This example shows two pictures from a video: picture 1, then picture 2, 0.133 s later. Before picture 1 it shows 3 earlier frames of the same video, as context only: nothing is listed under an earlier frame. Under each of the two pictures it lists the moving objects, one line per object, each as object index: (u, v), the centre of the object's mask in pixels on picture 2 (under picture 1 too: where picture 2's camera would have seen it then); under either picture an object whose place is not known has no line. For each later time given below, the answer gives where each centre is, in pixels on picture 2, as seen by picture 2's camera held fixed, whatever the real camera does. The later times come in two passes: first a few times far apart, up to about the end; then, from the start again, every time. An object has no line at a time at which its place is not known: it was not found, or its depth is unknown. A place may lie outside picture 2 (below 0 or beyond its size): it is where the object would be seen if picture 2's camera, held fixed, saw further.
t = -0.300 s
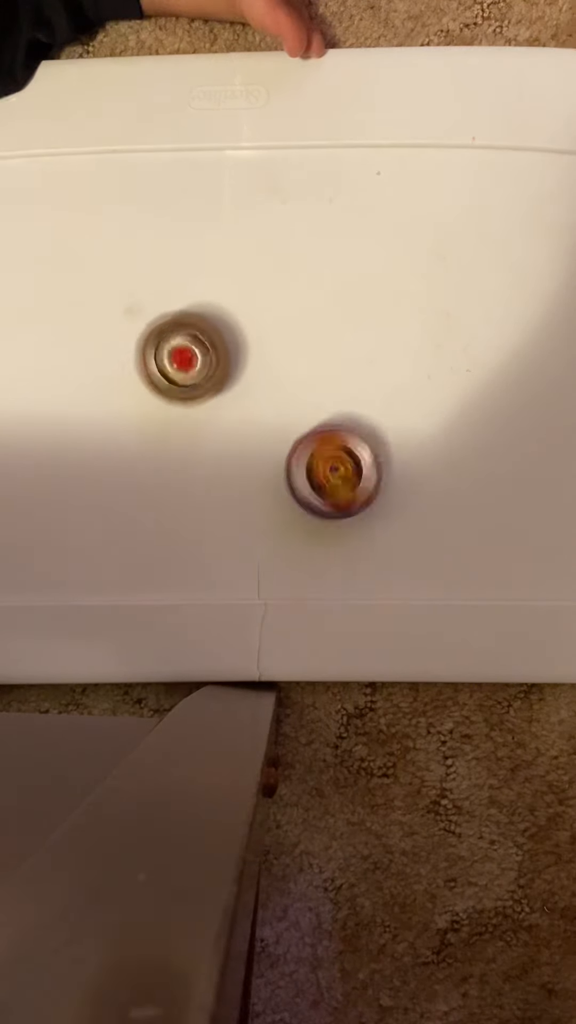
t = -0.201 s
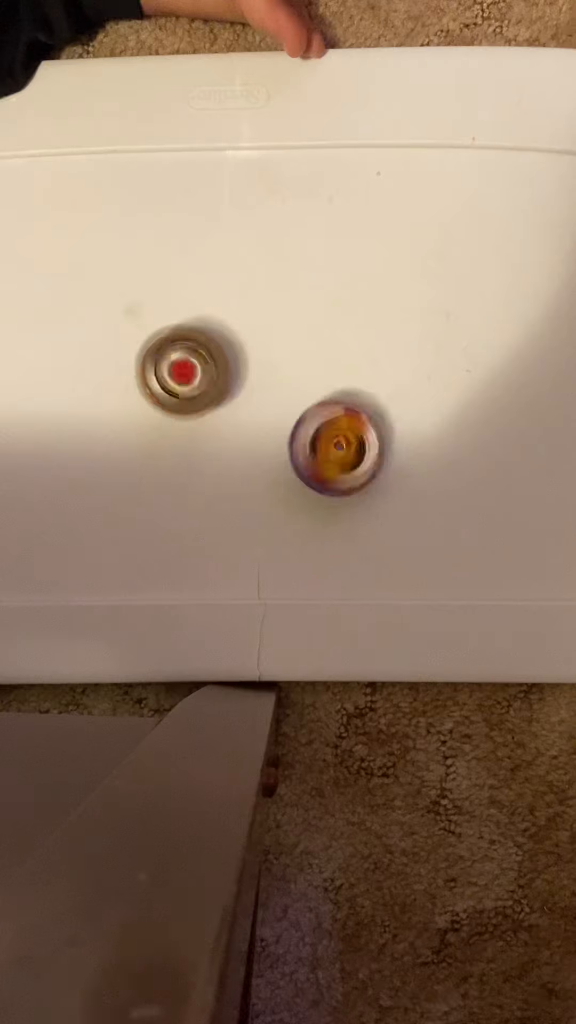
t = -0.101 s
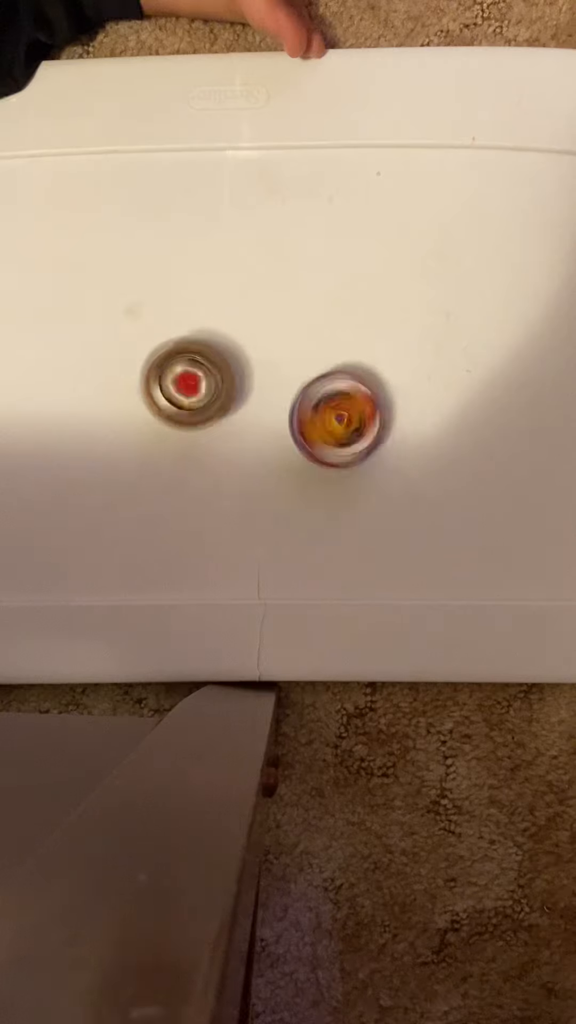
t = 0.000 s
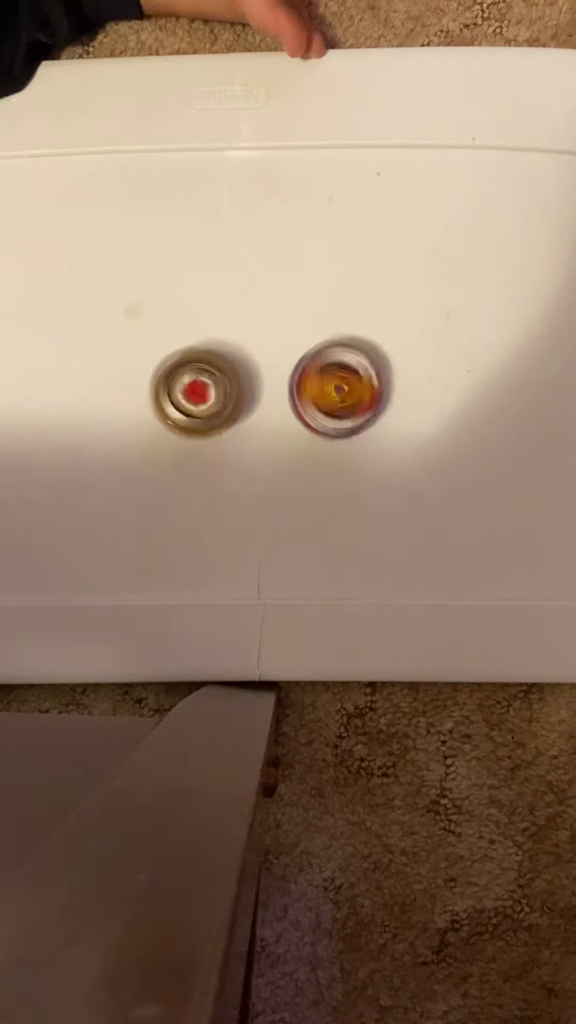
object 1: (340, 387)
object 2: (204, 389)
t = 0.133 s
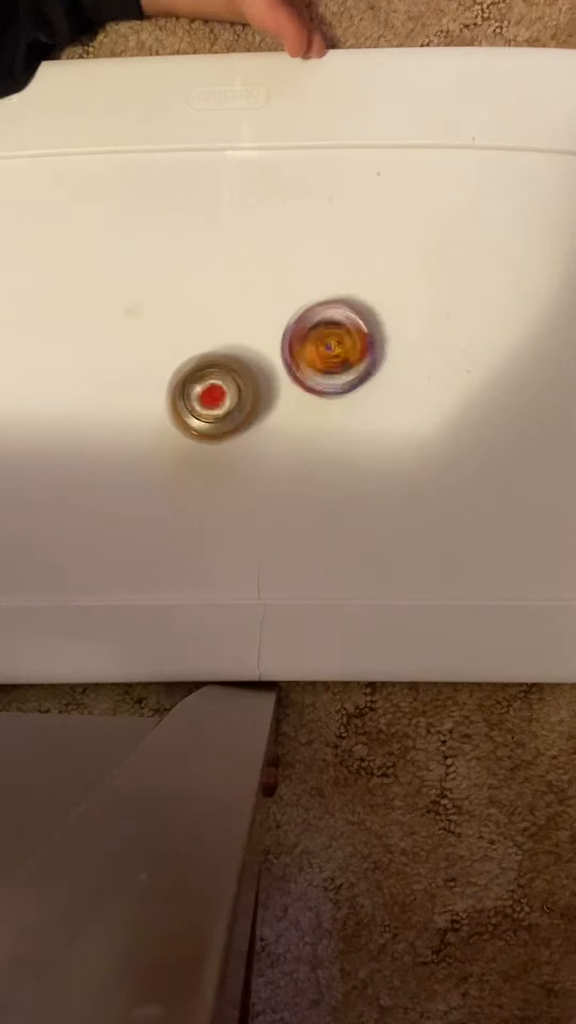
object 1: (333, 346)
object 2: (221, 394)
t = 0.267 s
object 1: (319, 311)
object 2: (237, 388)
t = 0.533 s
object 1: (272, 264)
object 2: (254, 361)
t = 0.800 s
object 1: (210, 246)
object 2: (240, 340)
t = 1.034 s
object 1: (154, 262)
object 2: (217, 345)
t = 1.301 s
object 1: (102, 297)
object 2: (205, 370)
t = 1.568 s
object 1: (66, 329)
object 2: (218, 390)
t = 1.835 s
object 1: (50, 353)
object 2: (240, 380)
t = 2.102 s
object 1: (52, 373)
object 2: (242, 355)
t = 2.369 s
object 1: (68, 395)
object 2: (224, 341)
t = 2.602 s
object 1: (90, 419)
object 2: (207, 350)
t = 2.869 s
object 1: (128, 445)
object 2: (211, 364)
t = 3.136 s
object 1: (153, 484)
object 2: (234, 351)
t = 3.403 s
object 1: (176, 495)
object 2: (239, 332)
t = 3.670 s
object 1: (211, 473)
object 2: (228, 335)
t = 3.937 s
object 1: (260, 446)
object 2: (225, 355)
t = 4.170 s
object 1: (313, 457)
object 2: (215, 353)
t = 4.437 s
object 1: (345, 470)
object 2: (218, 354)
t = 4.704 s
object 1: (346, 465)
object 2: (227, 352)
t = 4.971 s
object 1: (329, 429)
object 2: (237, 361)
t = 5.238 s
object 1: (328, 371)
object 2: (231, 369)
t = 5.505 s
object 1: (353, 336)
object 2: (223, 379)
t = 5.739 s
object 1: (356, 339)
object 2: (225, 385)
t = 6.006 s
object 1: (318, 342)
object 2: (224, 376)
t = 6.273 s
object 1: (291, 304)
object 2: (214, 383)
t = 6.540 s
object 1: (271, 270)
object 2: (220, 391)
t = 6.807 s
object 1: (240, 271)
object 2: (220, 377)
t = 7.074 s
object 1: (199, 274)
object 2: (214, 381)
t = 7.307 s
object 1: (172, 260)
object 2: (222, 384)
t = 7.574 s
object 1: (180, 269)
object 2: (217, 370)
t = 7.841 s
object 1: (159, 282)
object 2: (223, 412)
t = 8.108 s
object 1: (144, 278)
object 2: (259, 404)
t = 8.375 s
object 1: (129, 311)
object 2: (234, 350)
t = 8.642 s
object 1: (78, 331)
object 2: (214, 339)
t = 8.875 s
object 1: (66, 324)
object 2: (219, 343)
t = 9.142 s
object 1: (73, 332)
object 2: (217, 338)
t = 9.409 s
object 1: (86, 374)
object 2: (218, 341)
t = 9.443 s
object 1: (88, 378)
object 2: (218, 336)
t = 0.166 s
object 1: (330, 337)
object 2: (225, 393)
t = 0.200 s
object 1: (327, 329)
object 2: (230, 392)
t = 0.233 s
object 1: (323, 319)
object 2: (233, 390)
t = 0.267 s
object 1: (319, 311)
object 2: (237, 388)
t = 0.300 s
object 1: (310, 304)
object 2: (241, 386)
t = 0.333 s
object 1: (310, 298)
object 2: (243, 383)
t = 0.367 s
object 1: (304, 291)
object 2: (246, 380)
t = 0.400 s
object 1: (298, 285)
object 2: (248, 376)
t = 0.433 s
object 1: (292, 281)
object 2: (250, 372)
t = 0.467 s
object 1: (285, 275)
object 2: (251, 368)
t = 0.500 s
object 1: (276, 268)
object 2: (254, 365)
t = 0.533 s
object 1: (272, 264)
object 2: (254, 361)
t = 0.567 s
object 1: (264, 259)
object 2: (255, 358)
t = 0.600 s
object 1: (257, 255)
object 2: (253, 355)
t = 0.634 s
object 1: (249, 252)
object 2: (252, 351)
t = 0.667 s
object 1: (241, 250)
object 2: (251, 349)
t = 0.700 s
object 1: (234, 248)
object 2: (248, 346)
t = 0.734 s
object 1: (225, 247)
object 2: (246, 343)
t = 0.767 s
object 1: (217, 246)
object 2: (243, 342)
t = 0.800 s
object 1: (210, 246)
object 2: (240, 340)
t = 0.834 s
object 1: (200, 247)
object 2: (237, 340)
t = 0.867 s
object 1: (185, 248)
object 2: (233, 340)
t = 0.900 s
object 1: (185, 250)
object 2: (231, 339)
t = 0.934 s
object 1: (176, 252)
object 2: (228, 340)
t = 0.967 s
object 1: (161, 255)
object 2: (224, 341)
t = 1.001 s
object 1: (162, 258)
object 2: (220, 342)
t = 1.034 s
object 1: (154, 262)
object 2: (217, 345)
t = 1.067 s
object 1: (138, 265)
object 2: (215, 347)
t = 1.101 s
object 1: (140, 269)
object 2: (213, 349)
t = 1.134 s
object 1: (133, 274)
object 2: (210, 353)
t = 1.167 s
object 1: (125, 278)
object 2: (208, 355)
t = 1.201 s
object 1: (120, 283)
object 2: (207, 359)
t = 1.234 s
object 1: (114, 288)
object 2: (206, 362)
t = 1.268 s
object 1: (107, 292)
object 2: (205, 365)
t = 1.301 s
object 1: (102, 297)
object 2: (205, 370)
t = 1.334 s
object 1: (97, 302)
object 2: (205, 372)
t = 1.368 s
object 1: (91, 305)
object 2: (206, 376)
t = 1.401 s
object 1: (87, 311)
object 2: (207, 379)
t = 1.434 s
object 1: (83, 316)
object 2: (208, 382)
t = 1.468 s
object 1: (78, 318)
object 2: (210, 385)
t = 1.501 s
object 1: (75, 323)
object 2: (212, 386)
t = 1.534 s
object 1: (71, 328)
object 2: (216, 388)
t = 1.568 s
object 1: (66, 329)
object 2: (218, 390)
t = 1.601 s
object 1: (64, 333)
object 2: (221, 390)
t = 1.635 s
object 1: (61, 337)
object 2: (224, 390)
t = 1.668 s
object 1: (57, 338)
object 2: (227, 389)
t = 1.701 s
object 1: (56, 341)
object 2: (230, 389)
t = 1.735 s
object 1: (54, 345)
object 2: (233, 388)
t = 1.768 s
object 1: (52, 347)
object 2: (235, 385)
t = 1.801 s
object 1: (51, 348)
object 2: (238, 383)
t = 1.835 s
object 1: (50, 353)
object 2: (240, 380)
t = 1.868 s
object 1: (49, 356)
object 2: (241, 378)
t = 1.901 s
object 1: (49, 357)
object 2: (242, 375)
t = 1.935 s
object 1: (49, 360)
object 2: (244, 371)
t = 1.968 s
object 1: (50, 365)
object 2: (245, 368)
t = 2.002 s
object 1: (50, 367)
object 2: (244, 365)
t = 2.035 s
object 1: (50, 369)
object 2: (244, 361)
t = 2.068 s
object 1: (52, 371)
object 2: (243, 359)
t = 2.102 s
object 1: (52, 373)
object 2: (242, 355)
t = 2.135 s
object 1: (53, 376)
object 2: (241, 352)
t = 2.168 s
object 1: (54, 377)
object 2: (238, 349)
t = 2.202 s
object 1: (54, 378)
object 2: (237, 346)
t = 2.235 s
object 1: (57, 382)
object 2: (234, 345)
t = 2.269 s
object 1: (58, 386)
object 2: (232, 343)
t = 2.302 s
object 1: (60, 389)
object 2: (230, 343)
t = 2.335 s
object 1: (64, 391)
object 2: (226, 341)
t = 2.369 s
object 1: (68, 395)
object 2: (224, 341)
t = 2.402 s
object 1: (71, 399)
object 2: (220, 341)
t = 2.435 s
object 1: (75, 399)
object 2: (217, 342)
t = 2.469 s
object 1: (80, 403)
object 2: (215, 344)
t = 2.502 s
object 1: (72, 411)
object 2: (212, 343)
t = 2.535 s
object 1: (89, 407)
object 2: (210, 346)
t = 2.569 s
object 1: (95, 410)
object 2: (207, 347)
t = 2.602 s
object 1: (90, 419)
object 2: (207, 350)
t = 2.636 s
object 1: (93, 420)
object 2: (206, 353)
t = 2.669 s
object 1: (101, 421)
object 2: (205, 355)
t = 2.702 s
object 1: (107, 426)
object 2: (205, 358)
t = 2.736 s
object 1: (111, 429)
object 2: (205, 360)
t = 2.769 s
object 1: (117, 430)
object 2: (205, 364)
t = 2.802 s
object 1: (124, 434)
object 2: (205, 366)
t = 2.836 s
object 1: (125, 442)
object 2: (208, 364)
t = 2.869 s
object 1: (128, 445)
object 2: (211, 364)
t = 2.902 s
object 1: (133, 450)
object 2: (215, 362)
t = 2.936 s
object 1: (136, 458)
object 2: (217, 362)
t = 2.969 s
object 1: (137, 462)
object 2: (220, 361)
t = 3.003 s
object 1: (142, 466)
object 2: (223, 359)
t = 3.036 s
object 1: (145, 472)
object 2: (225, 357)
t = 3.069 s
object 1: (145, 476)
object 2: (228, 355)
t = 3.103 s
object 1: (149, 478)
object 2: (230, 353)
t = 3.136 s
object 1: (153, 484)
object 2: (234, 351)
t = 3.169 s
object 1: (153, 489)
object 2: (237, 348)
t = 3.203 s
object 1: (154, 488)
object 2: (237, 344)
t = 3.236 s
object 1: (160, 490)
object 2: (238, 343)
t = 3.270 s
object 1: (163, 495)
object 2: (240, 340)
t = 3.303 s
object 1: (164, 495)
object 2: (240, 338)
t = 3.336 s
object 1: (169, 493)
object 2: (240, 335)
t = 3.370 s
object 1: (175, 494)
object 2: (240, 334)
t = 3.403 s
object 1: (176, 495)
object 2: (239, 332)
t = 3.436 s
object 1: (179, 491)
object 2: (239, 331)
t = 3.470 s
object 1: (185, 489)
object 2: (237, 329)
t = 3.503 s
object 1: (189, 489)
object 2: (236, 330)
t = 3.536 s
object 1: (191, 486)
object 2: (234, 330)
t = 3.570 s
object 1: (197, 481)
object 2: (233, 330)
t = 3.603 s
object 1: (203, 481)
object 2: (231, 331)
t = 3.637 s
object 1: (206, 478)
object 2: (230, 332)
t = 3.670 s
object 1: (211, 473)
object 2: (228, 335)
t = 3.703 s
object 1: (218, 470)
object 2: (227, 336)
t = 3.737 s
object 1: (222, 468)
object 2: (225, 339)
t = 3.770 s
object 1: (227, 464)
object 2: (224, 341)
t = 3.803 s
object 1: (235, 458)
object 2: (224, 344)
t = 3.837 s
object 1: (241, 457)
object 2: (224, 346)
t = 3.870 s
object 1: (246, 454)
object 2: (223, 350)
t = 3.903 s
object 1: (251, 451)
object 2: (224, 352)
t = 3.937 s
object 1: (260, 446)
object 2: (225, 355)
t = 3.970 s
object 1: (269, 449)
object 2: (220, 353)
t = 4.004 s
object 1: (276, 450)
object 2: (218, 352)
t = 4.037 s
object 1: (282, 450)
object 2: (216, 352)
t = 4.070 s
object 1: (290, 450)
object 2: (218, 353)
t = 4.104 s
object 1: (299, 452)
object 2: (216, 352)
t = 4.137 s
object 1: (307, 454)
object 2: (217, 353)
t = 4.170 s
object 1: (313, 457)
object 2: (215, 353)
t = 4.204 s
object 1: (319, 459)
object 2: (217, 353)
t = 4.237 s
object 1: (324, 460)
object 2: (216, 353)
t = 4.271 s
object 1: (329, 460)
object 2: (217, 354)
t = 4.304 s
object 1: (334, 464)
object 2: (216, 354)
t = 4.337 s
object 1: (336, 467)
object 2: (217, 355)
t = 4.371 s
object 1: (336, 467)
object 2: (216, 354)
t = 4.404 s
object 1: (341, 466)
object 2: (218, 355)
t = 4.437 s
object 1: (345, 470)
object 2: (218, 354)
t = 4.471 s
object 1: (346, 474)
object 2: (219, 356)
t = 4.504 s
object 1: (344, 472)
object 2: (220, 355)
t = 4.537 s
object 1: (348, 470)
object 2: (222, 355)
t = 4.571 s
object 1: (349, 473)
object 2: (222, 354)
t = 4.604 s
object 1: (346, 474)
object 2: (223, 355)
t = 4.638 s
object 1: (342, 469)
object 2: (225, 354)
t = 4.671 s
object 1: (345, 465)
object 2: (226, 354)
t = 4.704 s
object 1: (346, 465)
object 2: (227, 352)
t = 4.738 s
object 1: (343, 465)
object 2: (228, 353)
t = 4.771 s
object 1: (338, 460)
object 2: (229, 352)
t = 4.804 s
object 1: (338, 455)
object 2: (231, 352)
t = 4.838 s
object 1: (337, 450)
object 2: (230, 354)
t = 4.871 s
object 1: (336, 448)
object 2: (234, 360)
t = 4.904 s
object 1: (331, 443)
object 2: (236, 360)
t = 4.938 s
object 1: (329, 435)
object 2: (238, 362)
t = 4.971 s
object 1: (329, 429)
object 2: (237, 361)
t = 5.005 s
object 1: (332, 423)
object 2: (236, 362)
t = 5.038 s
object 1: (331, 417)
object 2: (236, 363)
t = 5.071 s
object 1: (328, 409)
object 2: (235, 364)
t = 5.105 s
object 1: (327, 399)
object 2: (235, 365)
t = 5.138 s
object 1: (326, 391)
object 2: (232, 365)
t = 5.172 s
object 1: (327, 383)
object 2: (233, 366)
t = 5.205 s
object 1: (326, 379)
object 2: (230, 368)
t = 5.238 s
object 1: (328, 371)
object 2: (231, 369)
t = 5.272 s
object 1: (329, 365)
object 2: (230, 369)
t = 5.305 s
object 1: (334, 359)
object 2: (229, 372)
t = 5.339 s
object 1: (335, 355)
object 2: (228, 373)
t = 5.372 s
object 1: (337, 351)
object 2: (227, 374)
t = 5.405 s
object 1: (340, 347)
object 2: (225, 374)
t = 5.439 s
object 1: (344, 342)
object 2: (224, 377)
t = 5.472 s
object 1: (349, 337)
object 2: (224, 378)
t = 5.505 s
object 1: (353, 336)
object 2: (223, 379)
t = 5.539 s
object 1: (355, 334)
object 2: (223, 381)
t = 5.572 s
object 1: (358, 333)
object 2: (222, 382)
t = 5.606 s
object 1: (359, 332)
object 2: (223, 384)
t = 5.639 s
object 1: (359, 334)
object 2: (223, 384)
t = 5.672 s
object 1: (357, 335)
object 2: (224, 385)
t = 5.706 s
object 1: (357, 337)
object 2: (224, 385)
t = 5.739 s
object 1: (356, 339)
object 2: (225, 385)
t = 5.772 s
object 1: (352, 340)
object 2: (226, 385)
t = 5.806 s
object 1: (348, 340)
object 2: (226, 384)
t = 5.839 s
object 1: (346, 342)
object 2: (227, 383)
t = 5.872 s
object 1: (341, 345)
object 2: (226, 382)
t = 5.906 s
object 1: (332, 347)
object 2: (226, 381)
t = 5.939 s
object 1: (326, 345)
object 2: (225, 379)
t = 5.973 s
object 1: (320, 345)
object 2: (226, 378)
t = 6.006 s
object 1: (318, 342)
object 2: (224, 376)
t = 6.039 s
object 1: (311, 341)
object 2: (220, 375)
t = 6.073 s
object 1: (307, 338)
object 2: (219, 377)
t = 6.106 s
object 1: (302, 336)
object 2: (217, 379)
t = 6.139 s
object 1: (300, 331)
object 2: (216, 383)
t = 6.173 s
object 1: (300, 327)
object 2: (217, 384)
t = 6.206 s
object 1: (297, 321)
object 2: (217, 384)
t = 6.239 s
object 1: (292, 313)
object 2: (216, 383)
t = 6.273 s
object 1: (291, 304)
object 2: (214, 383)
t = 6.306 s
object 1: (289, 298)
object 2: (213, 386)
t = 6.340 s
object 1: (288, 292)
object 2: (213, 388)
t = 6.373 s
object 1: (284, 287)
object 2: (214, 390)
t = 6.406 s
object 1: (282, 281)
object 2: (214, 390)
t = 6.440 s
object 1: (279, 277)
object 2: (215, 390)
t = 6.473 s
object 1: (277, 273)
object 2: (216, 391)
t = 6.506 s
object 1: (275, 272)
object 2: (218, 392)
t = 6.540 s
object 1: (271, 270)
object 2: (220, 391)
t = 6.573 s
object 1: (262, 270)
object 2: (222, 389)
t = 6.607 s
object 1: (259, 266)
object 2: (222, 387)
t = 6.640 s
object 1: (262, 266)
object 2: (223, 386)
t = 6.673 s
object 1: (257, 268)
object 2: (222, 383)
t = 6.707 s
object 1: (251, 270)
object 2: (222, 383)
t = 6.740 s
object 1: (247, 269)
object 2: (222, 380)
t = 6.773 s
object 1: (243, 269)
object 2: (221, 379)
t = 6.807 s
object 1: (240, 271)
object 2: (220, 377)
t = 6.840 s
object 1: (235, 275)
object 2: (217, 376)
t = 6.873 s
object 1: (228, 278)
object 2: (215, 375)
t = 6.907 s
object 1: (214, 281)
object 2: (215, 374)
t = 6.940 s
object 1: (210, 281)
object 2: (212, 374)
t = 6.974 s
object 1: (211, 282)
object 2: (211, 375)
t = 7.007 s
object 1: (206, 277)
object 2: (212, 381)
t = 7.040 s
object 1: (203, 275)
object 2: (215, 383)
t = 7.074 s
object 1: (199, 274)
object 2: (214, 381)
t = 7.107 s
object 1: (193, 272)
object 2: (214, 383)
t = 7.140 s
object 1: (181, 267)
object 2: (215, 385)
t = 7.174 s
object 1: (185, 262)
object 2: (216, 386)
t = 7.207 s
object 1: (185, 261)
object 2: (218, 387)
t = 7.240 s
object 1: (184, 261)
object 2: (220, 387)
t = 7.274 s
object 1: (182, 261)
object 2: (221, 385)
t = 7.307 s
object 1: (172, 260)
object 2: (222, 384)
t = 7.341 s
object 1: (182, 255)
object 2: (223, 383)
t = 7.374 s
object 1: (184, 254)
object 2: (223, 382)
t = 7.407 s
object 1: (187, 256)
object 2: (224, 380)
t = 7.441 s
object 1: (188, 259)
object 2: (224, 377)
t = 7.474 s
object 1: (180, 262)
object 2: (223, 375)
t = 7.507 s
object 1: (180, 263)
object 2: (221, 373)
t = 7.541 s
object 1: (180, 266)
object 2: (219, 372)
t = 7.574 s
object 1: (180, 269)
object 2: (217, 370)
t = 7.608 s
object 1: (182, 274)
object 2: (215, 369)
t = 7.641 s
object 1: (181, 282)
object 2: (212, 369)
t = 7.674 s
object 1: (179, 288)
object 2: (212, 372)
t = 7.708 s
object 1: (173, 283)
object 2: (217, 381)
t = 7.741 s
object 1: (178, 279)
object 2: (217, 387)
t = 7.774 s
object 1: (176, 280)
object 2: (218, 397)
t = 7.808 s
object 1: (173, 281)
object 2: (220, 405)
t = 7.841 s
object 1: (159, 282)
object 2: (223, 412)
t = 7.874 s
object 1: (154, 278)
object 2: (227, 416)
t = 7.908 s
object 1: (154, 276)
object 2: (232, 419)
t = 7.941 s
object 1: (154, 276)
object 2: (237, 421)
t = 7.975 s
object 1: (151, 280)
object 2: (242, 419)
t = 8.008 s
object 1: (146, 281)
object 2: (248, 417)
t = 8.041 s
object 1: (143, 278)
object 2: (253, 415)
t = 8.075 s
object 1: (143, 276)
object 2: (256, 410)
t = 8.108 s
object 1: (144, 278)
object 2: (259, 404)
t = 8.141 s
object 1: (142, 283)
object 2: (260, 398)
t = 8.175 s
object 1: (141, 288)
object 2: (262, 390)
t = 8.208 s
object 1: (136, 292)
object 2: (261, 381)
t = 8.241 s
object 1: (133, 295)
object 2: (257, 374)
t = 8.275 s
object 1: (133, 296)
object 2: (253, 367)
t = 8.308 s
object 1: (132, 301)
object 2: (247, 360)
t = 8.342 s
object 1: (131, 306)
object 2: (241, 353)
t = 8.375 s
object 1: (129, 311)
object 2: (234, 350)
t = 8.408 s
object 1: (125, 316)
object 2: (227, 347)
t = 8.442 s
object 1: (119, 320)
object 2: (225, 347)
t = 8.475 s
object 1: (111, 319)
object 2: (226, 344)
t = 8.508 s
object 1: (108, 318)
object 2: (224, 341)
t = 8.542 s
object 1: (109, 318)
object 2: (222, 338)
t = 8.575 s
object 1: (97, 326)
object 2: (220, 336)
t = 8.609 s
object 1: (88, 331)
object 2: (217, 337)
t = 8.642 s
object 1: (78, 331)
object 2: (214, 339)
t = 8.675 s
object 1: (73, 327)
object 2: (212, 342)
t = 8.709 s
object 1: (74, 323)
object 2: (215, 344)
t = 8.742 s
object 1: (76, 325)
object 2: (218, 346)
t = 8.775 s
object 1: (73, 332)
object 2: (221, 348)
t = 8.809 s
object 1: (69, 332)
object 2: (221, 346)
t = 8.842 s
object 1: (66, 328)
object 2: (221, 343)
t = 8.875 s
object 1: (66, 324)
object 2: (219, 343)
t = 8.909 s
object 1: (67, 321)
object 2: (216, 343)
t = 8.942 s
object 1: (69, 321)
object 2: (212, 344)
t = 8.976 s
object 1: (72, 323)
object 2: (208, 345)
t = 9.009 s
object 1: (72, 325)
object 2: (204, 346)
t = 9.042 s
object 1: (72, 328)
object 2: (206, 348)
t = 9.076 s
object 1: (71, 331)
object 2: (209, 346)
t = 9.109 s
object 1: (70, 333)
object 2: (214, 343)
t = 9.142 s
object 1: (73, 332)
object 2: (217, 338)
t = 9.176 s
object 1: (80, 335)
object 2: (217, 336)
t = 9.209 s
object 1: (86, 343)
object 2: (215, 336)
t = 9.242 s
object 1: (89, 353)
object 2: (212, 337)
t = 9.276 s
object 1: (88, 363)
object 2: (208, 338)
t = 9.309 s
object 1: (85, 366)
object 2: (207, 340)
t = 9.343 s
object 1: (84, 368)
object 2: (209, 345)
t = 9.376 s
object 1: (84, 369)
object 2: (214, 345)
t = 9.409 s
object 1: (86, 374)
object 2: (218, 341)
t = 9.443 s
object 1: (88, 378)
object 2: (218, 336)
